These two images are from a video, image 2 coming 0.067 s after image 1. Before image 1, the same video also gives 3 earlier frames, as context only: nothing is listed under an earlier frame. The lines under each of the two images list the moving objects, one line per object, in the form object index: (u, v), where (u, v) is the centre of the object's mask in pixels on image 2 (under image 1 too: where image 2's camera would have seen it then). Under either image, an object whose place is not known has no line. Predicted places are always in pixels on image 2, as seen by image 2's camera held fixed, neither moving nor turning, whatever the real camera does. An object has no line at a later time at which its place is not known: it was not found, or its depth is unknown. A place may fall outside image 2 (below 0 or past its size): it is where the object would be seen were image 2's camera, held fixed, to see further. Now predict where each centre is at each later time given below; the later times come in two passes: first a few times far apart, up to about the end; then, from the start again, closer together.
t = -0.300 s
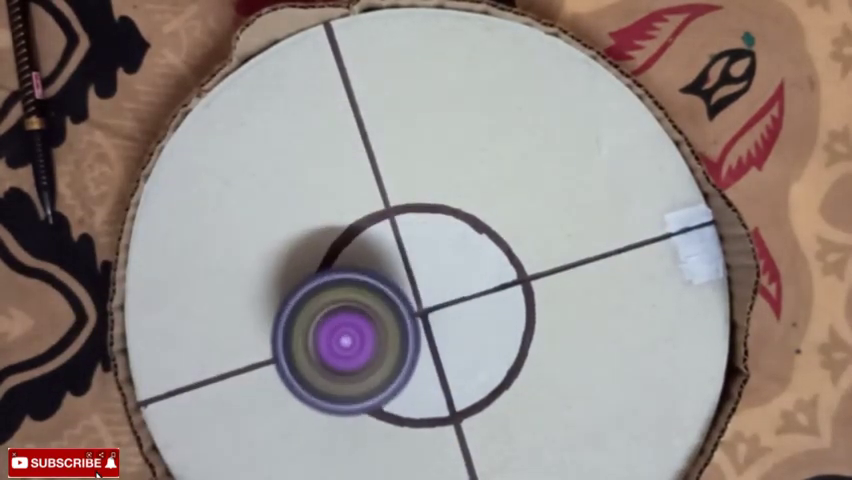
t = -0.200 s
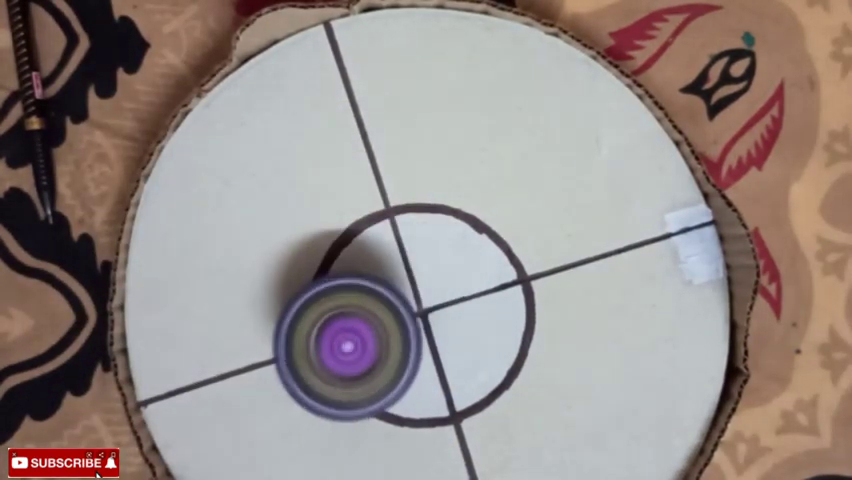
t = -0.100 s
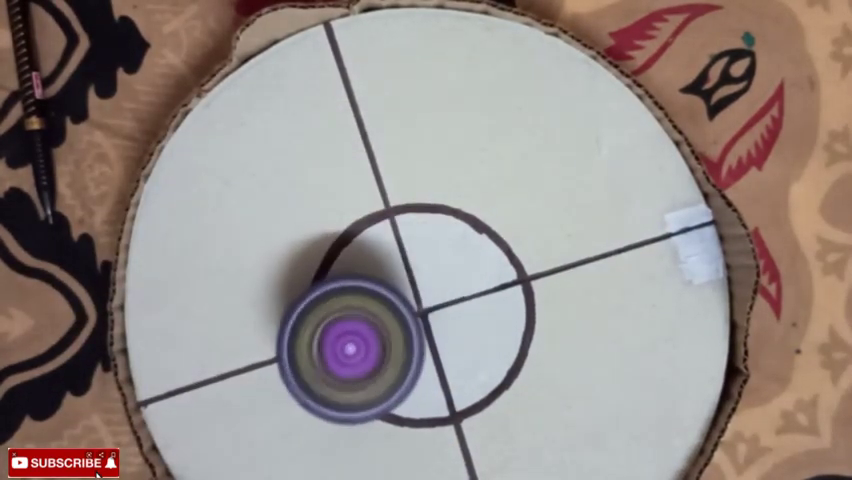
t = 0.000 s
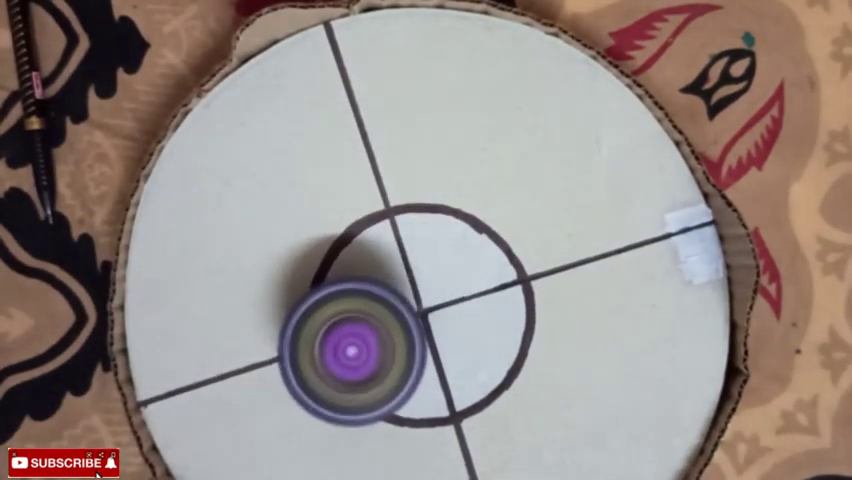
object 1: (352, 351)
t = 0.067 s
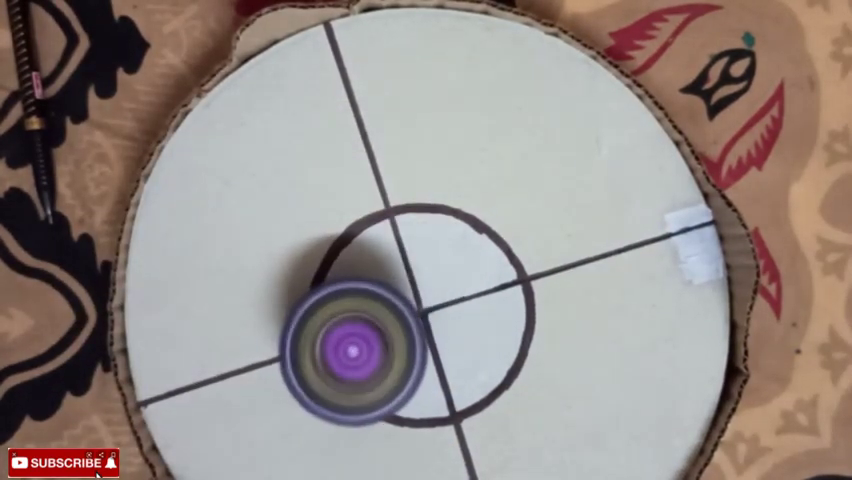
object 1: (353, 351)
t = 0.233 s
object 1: (354, 351)
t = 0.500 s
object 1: (355, 351)
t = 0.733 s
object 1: (355, 350)
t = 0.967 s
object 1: (349, 343)
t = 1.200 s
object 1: (348, 333)
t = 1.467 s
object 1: (347, 333)
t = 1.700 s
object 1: (342, 326)
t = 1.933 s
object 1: (342, 323)
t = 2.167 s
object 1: (342, 326)
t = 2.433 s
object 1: (342, 329)
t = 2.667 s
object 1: (340, 332)
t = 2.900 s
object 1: (340, 335)
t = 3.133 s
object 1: (344, 341)
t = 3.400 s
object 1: (346, 344)
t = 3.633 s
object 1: (346, 343)
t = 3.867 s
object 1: (347, 342)
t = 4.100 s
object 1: (348, 342)
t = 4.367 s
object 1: (348, 341)
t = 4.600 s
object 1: (348, 339)
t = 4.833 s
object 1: (343, 338)
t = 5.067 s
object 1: (343, 338)
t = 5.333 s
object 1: (343, 338)
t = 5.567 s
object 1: (343, 339)
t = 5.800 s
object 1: (346, 340)
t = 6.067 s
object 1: (345, 341)
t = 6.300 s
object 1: (347, 341)
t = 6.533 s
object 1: (346, 339)
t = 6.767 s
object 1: (345, 338)
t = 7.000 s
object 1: (344, 337)
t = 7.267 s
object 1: (344, 336)
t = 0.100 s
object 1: (353, 351)
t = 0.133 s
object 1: (353, 352)
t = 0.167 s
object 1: (354, 351)
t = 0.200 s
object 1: (354, 351)
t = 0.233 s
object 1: (354, 351)
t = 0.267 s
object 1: (355, 351)
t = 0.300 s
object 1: (355, 351)
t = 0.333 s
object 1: (355, 351)
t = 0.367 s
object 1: (355, 351)
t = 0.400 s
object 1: (355, 350)
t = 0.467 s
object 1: (354, 351)
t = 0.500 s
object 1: (355, 351)
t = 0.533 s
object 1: (355, 351)
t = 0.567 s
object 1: (355, 351)
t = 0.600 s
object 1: (355, 351)
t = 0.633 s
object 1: (355, 351)
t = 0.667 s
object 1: (355, 350)
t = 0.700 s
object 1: (355, 350)
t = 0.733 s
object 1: (355, 350)
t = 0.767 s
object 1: (355, 349)
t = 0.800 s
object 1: (355, 348)
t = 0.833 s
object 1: (354, 349)
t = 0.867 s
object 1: (354, 348)
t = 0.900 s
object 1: (352, 346)
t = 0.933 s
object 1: (350, 344)
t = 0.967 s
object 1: (349, 343)
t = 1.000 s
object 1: (349, 340)
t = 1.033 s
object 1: (349, 336)
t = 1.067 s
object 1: (348, 335)
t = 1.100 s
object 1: (348, 335)
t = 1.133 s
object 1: (349, 334)
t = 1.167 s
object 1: (349, 334)
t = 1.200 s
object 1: (348, 333)
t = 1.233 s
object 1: (348, 334)
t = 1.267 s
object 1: (348, 334)
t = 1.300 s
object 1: (348, 334)
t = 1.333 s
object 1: (348, 333)
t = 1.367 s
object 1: (348, 333)
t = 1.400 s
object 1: (347, 333)
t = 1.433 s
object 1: (347, 333)
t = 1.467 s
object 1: (347, 333)
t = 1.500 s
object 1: (346, 332)
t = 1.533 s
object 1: (345, 331)
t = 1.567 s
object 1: (344, 330)
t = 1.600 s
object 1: (343, 330)
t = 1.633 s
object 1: (342, 328)
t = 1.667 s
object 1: (342, 327)
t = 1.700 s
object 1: (342, 326)
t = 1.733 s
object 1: (342, 325)
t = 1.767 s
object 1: (342, 325)
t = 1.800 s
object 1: (343, 325)
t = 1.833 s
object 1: (343, 324)
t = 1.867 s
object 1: (343, 323)
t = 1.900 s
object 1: (342, 323)
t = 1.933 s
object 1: (342, 323)
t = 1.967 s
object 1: (342, 324)
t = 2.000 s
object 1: (342, 324)
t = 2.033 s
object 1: (343, 325)
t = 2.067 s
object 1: (343, 326)
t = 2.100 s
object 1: (343, 326)
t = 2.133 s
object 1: (343, 326)
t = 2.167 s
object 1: (342, 326)
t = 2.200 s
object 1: (341, 326)
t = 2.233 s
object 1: (341, 327)
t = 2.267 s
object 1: (341, 328)
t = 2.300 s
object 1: (342, 329)
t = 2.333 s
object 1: (342, 329)
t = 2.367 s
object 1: (342, 329)
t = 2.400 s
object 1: (342, 329)
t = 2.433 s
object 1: (342, 329)
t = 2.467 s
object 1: (341, 329)
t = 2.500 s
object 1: (341, 329)
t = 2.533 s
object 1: (341, 329)
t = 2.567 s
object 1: (340, 330)
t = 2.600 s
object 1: (340, 330)
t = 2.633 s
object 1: (340, 331)
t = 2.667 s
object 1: (340, 332)
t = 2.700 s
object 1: (340, 333)
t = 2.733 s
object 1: (340, 334)
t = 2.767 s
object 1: (340, 334)
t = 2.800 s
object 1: (340, 335)
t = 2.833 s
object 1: (340, 334)
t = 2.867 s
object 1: (340, 335)
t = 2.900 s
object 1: (340, 335)
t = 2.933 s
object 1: (341, 336)
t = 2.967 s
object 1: (342, 336)
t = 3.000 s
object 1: (342, 337)
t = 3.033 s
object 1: (342, 338)
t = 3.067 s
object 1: (343, 339)
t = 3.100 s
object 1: (344, 340)
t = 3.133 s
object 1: (344, 341)
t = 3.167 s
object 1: (345, 342)
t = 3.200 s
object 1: (345, 343)
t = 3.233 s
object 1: (346, 343)
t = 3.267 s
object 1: (345, 342)
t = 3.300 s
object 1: (344, 343)
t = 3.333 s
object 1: (344, 344)
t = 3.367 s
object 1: (345, 344)
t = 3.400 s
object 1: (346, 344)
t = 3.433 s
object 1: (346, 344)
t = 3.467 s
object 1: (346, 343)
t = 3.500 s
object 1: (346, 343)
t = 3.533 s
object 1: (345, 343)
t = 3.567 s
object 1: (345, 343)
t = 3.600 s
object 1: (345, 343)
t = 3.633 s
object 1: (346, 343)
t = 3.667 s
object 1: (346, 343)
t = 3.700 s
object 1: (346, 342)
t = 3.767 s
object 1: (346, 342)
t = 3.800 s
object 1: (346, 342)
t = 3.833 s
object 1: (346, 342)
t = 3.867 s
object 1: (347, 342)
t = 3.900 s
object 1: (347, 342)
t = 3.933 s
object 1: (347, 342)
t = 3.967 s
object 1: (347, 342)
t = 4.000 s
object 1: (348, 342)
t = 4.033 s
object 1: (348, 342)
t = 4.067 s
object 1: (348, 342)
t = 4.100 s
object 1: (348, 342)
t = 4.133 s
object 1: (348, 342)
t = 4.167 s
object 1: (349, 342)
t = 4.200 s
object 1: (349, 342)
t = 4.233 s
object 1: (349, 343)
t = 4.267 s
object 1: (349, 343)
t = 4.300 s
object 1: (349, 342)
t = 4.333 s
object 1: (349, 342)
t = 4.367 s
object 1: (348, 341)
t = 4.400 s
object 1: (348, 340)
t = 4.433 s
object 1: (348, 340)
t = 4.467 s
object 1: (348, 339)
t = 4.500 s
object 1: (348, 339)
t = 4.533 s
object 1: (348, 339)
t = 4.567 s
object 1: (348, 339)
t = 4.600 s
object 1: (348, 339)
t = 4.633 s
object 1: (348, 339)
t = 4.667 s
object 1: (347, 340)
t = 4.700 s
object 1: (346, 340)
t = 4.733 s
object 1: (345, 340)
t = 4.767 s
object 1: (344, 339)
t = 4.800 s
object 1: (343, 339)
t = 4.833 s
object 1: (343, 338)
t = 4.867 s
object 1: (343, 337)
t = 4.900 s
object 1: (344, 337)
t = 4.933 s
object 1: (344, 338)
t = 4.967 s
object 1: (345, 338)
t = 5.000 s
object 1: (344, 339)
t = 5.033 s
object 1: (343, 339)
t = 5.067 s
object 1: (343, 338)
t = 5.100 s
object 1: (343, 338)
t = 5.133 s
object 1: (343, 337)
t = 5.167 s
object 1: (344, 337)
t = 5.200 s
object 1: (345, 337)
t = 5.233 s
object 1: (345, 339)
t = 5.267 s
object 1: (344, 339)
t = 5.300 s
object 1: (343, 338)
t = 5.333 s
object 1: (343, 338)
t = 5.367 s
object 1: (343, 337)
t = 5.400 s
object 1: (344, 337)
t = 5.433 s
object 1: (345, 338)
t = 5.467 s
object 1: (344, 339)
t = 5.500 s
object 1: (343, 339)
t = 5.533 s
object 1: (342, 339)
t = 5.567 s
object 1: (343, 339)
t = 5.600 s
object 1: (344, 339)
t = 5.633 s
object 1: (345, 340)
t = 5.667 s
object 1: (345, 341)
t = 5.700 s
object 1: (344, 341)
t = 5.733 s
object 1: (344, 340)
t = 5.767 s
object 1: (345, 339)
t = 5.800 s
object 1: (346, 340)
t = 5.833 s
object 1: (347, 340)
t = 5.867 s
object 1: (345, 341)
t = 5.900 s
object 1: (344, 340)
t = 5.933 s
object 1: (344, 340)
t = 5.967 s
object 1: (347, 340)
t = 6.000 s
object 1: (347, 341)
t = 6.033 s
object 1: (346, 342)
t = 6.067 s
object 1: (345, 341)
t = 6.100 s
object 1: (345, 340)
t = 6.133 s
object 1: (347, 341)
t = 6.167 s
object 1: (347, 342)
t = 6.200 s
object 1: (345, 342)
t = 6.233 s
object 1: (345, 340)
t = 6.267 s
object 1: (346, 340)
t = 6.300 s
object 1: (347, 341)
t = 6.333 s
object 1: (346, 343)
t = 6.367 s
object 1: (345, 341)
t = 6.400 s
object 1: (346, 340)
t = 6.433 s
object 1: (347, 341)
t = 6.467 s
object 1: (346, 342)
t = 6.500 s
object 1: (345, 341)
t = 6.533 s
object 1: (346, 339)
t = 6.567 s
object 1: (347, 340)
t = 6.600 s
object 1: (344, 340)
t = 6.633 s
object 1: (346, 339)
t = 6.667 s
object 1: (347, 340)
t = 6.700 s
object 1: (345, 342)
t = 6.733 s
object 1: (344, 339)
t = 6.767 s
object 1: (345, 338)
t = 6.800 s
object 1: (346, 340)
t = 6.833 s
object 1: (343, 340)
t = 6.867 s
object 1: (343, 338)
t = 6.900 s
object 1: (345, 339)
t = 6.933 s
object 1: (344, 341)
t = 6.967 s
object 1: (342, 339)
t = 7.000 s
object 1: (344, 337)
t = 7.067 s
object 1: (344, 339)
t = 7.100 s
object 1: (341, 339)
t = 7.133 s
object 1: (341, 336)
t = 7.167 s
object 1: (344, 337)
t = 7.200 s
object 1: (342, 340)
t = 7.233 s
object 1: (341, 336)
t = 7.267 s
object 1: (344, 336)
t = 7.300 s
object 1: (343, 339)
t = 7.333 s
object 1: (340, 337)
